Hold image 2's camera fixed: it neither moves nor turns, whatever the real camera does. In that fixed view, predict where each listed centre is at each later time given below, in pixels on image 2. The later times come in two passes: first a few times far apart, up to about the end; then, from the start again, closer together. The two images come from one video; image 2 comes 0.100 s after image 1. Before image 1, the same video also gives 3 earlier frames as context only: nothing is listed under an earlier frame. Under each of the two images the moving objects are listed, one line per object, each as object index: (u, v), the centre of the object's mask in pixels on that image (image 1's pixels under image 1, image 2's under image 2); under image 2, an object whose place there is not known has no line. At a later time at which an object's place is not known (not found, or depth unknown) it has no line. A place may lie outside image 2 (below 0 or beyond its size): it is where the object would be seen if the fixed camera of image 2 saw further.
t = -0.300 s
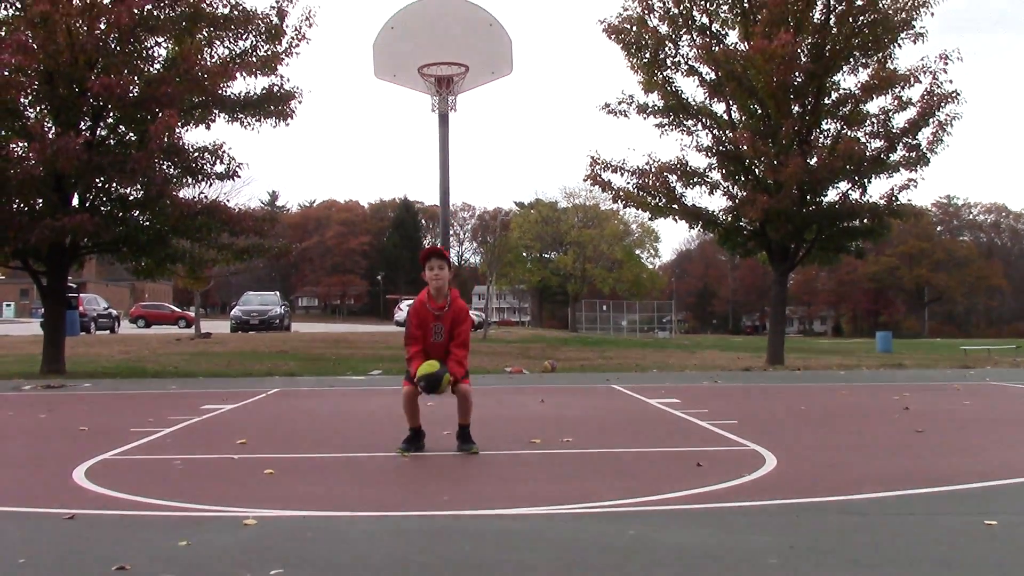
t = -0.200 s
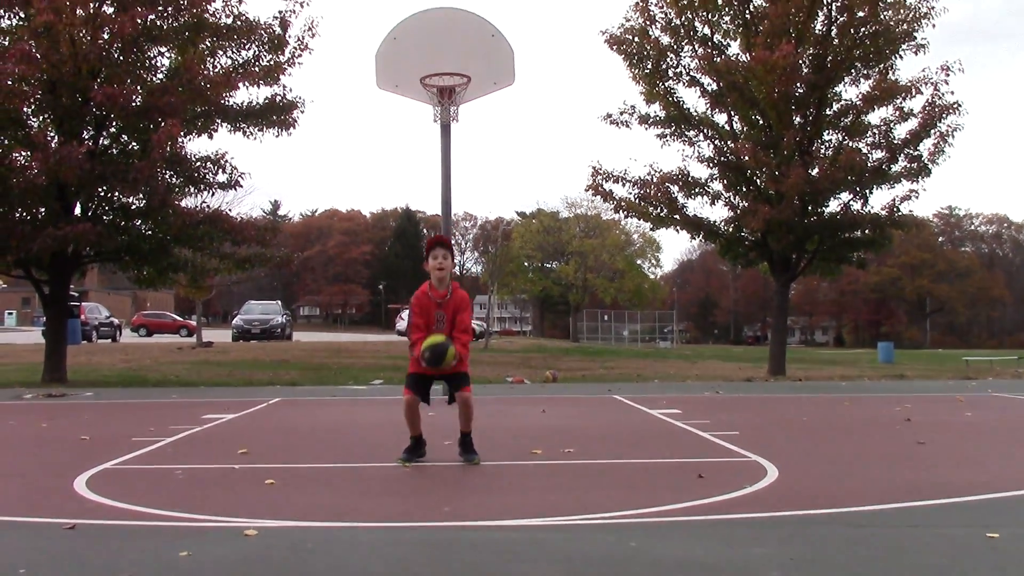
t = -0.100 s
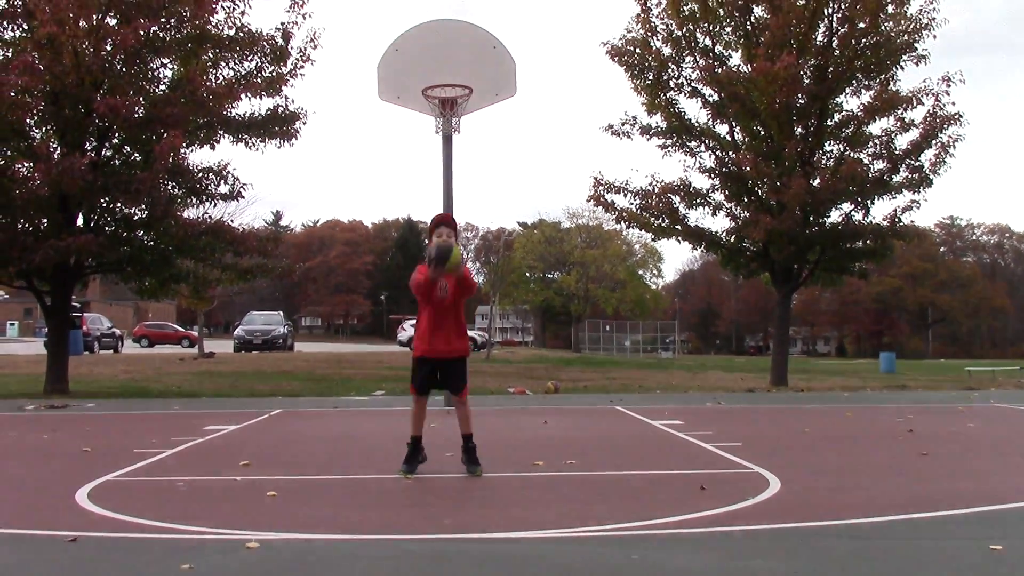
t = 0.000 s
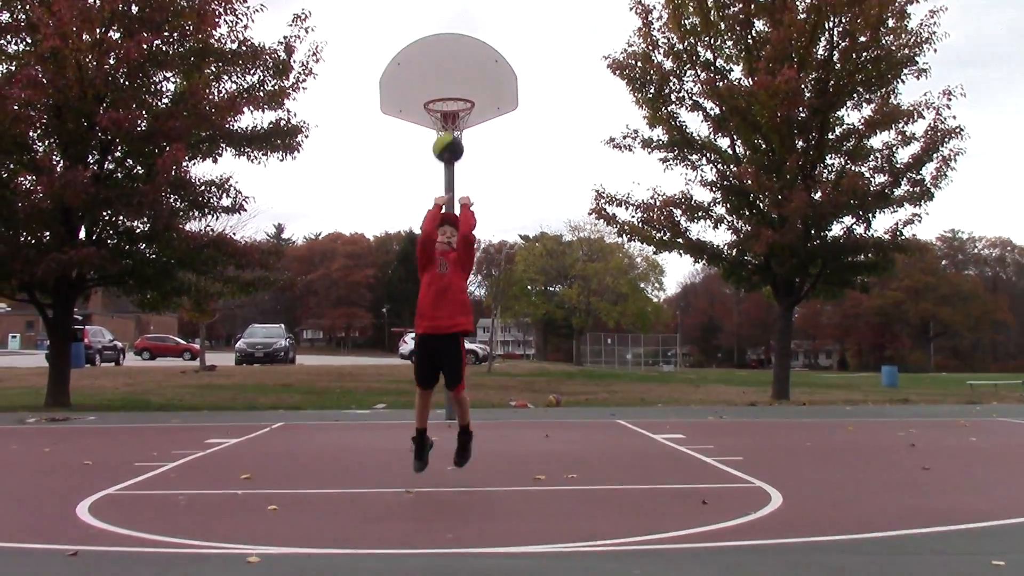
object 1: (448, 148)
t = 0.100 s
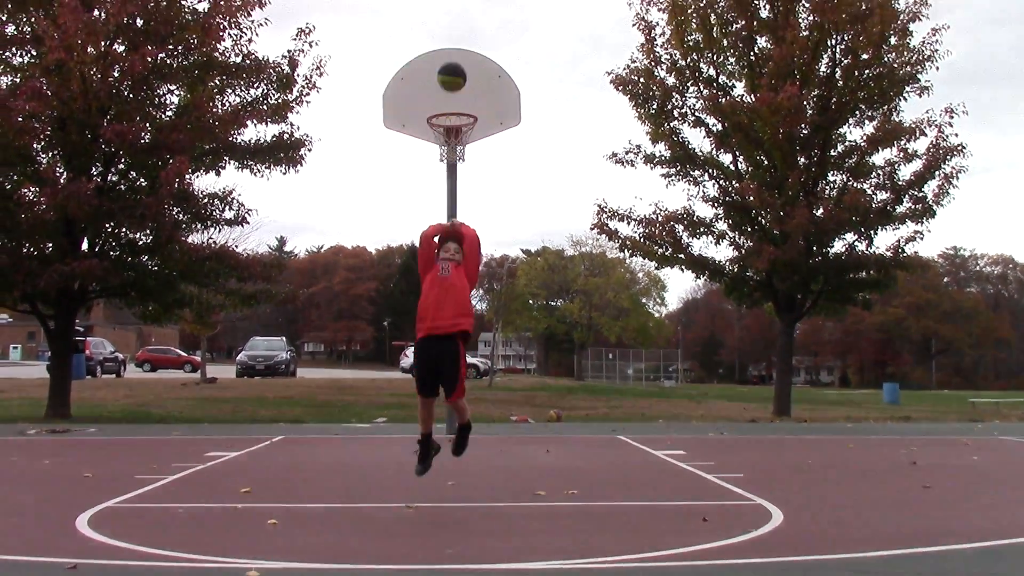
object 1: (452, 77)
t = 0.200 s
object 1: (452, 15)
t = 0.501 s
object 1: (453, -55)
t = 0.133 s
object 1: (452, 54)
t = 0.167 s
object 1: (452, 33)
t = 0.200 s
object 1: (452, 15)
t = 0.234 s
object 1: (452, -1)
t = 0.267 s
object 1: (452, -15)
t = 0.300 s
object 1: (452, -27)
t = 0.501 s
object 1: (453, -55)
